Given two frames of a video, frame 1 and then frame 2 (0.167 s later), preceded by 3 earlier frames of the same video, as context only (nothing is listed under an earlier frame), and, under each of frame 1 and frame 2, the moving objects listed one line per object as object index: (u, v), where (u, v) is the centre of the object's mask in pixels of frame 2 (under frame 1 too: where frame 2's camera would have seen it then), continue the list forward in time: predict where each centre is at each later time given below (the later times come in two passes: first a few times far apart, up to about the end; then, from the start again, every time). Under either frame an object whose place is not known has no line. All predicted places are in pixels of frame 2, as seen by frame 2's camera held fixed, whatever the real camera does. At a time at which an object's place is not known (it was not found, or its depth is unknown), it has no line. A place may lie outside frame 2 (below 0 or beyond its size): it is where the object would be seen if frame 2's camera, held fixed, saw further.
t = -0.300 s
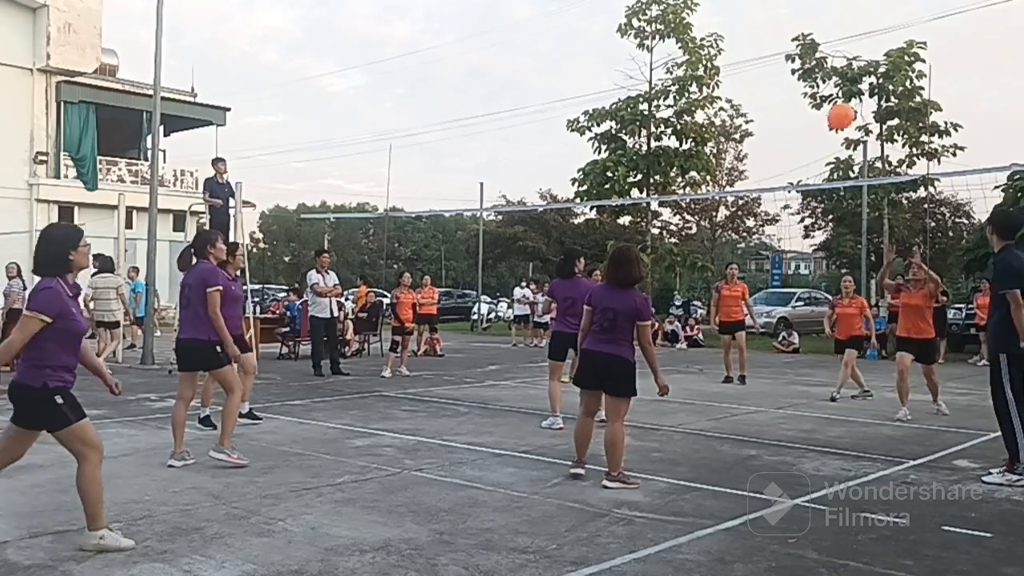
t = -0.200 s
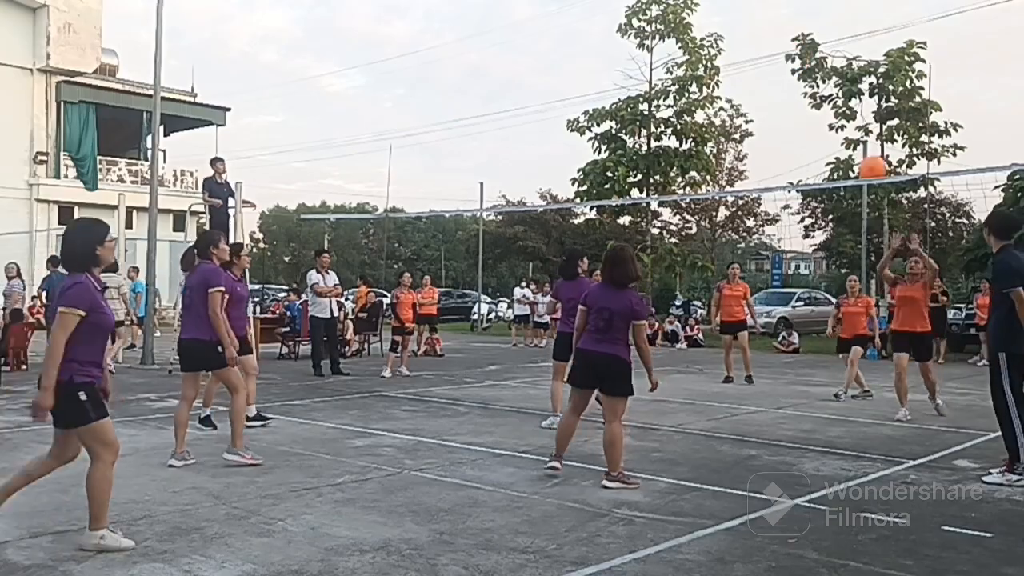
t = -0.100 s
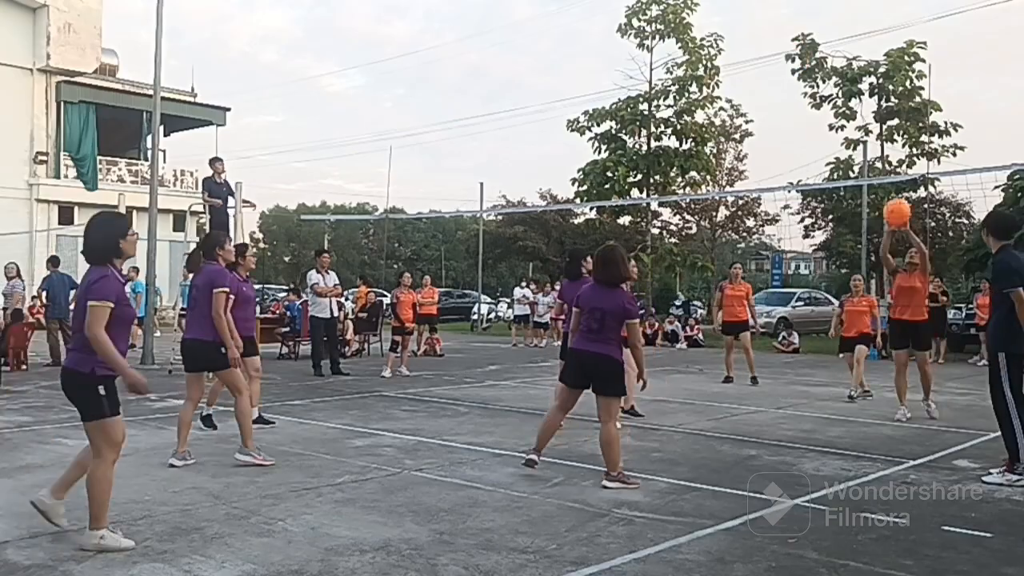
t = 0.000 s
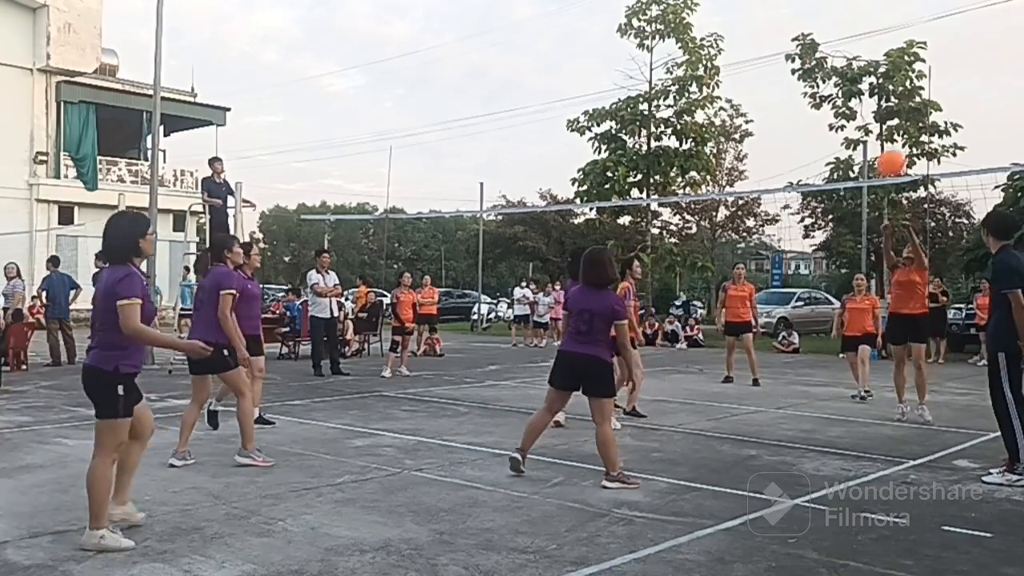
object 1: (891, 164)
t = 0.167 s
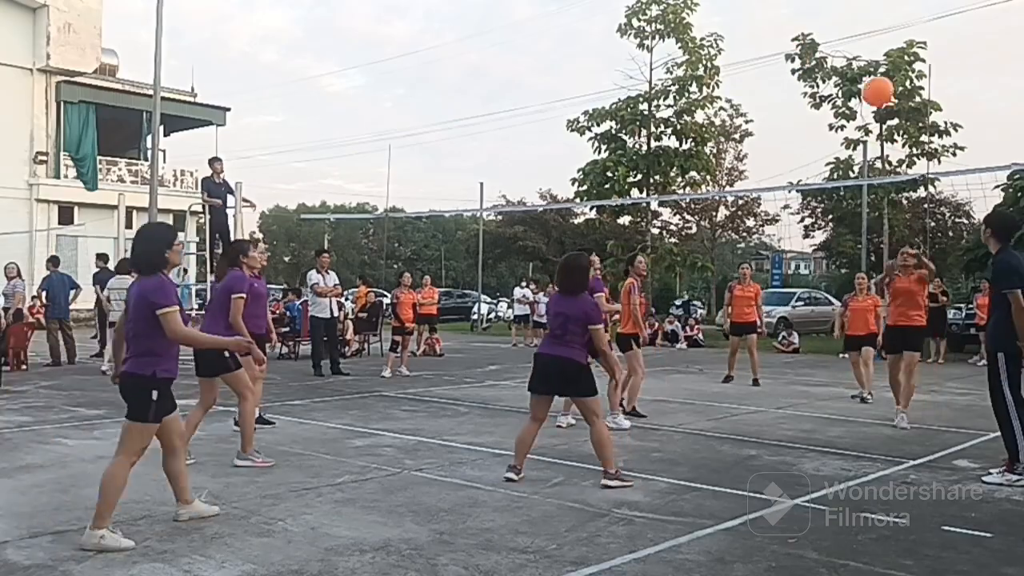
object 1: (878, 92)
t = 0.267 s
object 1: (866, 59)
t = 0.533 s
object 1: (832, 24)
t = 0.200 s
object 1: (873, 80)
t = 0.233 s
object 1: (869, 69)
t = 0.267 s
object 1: (866, 59)
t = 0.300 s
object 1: (861, 50)
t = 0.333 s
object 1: (857, 41)
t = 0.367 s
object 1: (853, 34)
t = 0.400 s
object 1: (849, 29)
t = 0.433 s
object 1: (845, 25)
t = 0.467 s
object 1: (841, 23)
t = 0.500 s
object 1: (836, 22)
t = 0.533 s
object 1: (832, 24)
